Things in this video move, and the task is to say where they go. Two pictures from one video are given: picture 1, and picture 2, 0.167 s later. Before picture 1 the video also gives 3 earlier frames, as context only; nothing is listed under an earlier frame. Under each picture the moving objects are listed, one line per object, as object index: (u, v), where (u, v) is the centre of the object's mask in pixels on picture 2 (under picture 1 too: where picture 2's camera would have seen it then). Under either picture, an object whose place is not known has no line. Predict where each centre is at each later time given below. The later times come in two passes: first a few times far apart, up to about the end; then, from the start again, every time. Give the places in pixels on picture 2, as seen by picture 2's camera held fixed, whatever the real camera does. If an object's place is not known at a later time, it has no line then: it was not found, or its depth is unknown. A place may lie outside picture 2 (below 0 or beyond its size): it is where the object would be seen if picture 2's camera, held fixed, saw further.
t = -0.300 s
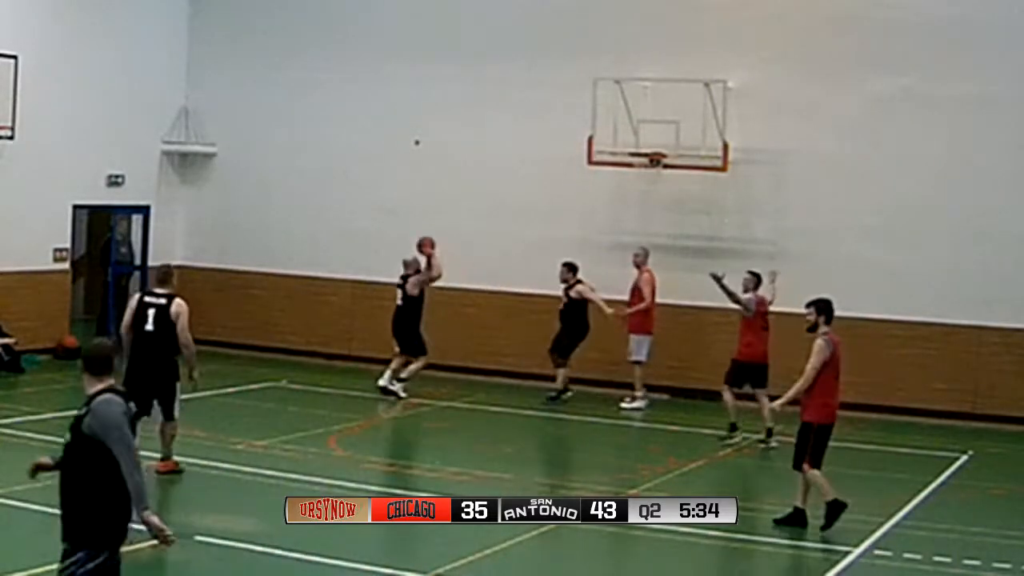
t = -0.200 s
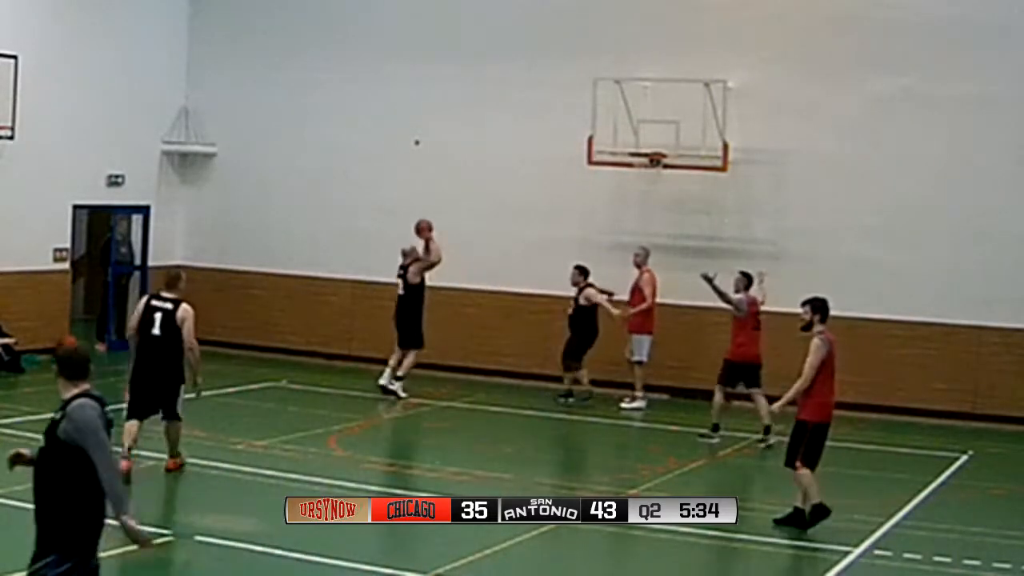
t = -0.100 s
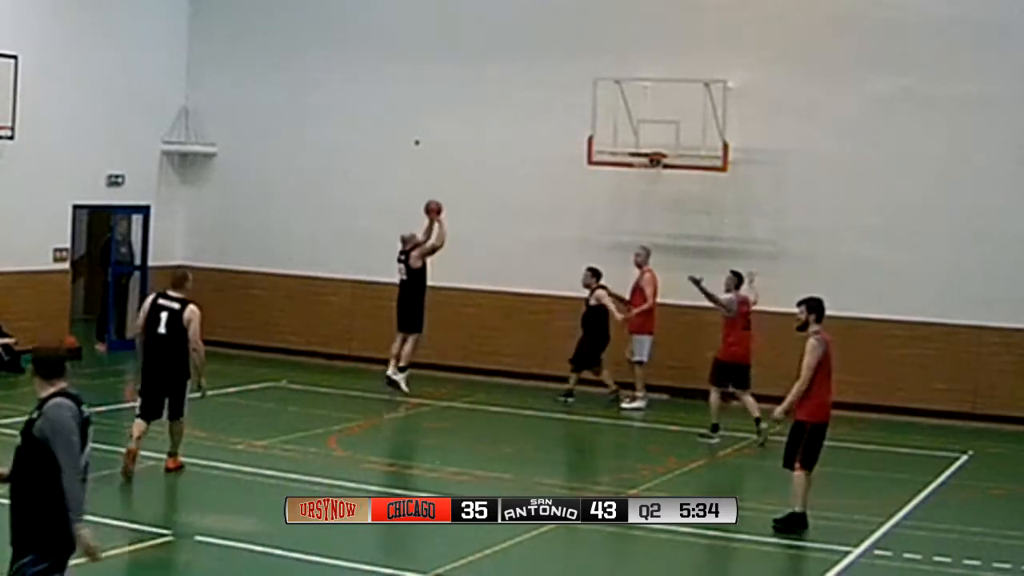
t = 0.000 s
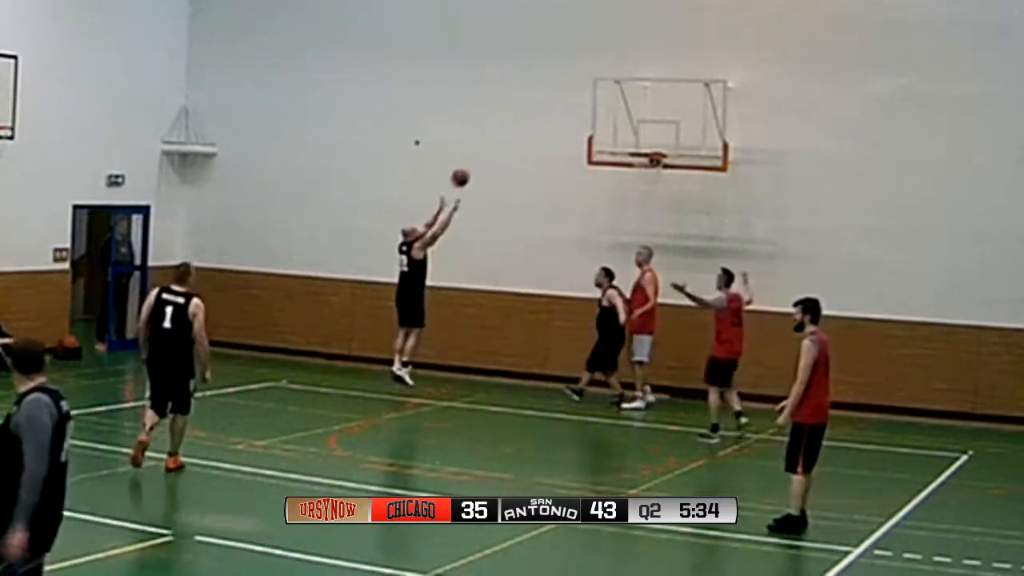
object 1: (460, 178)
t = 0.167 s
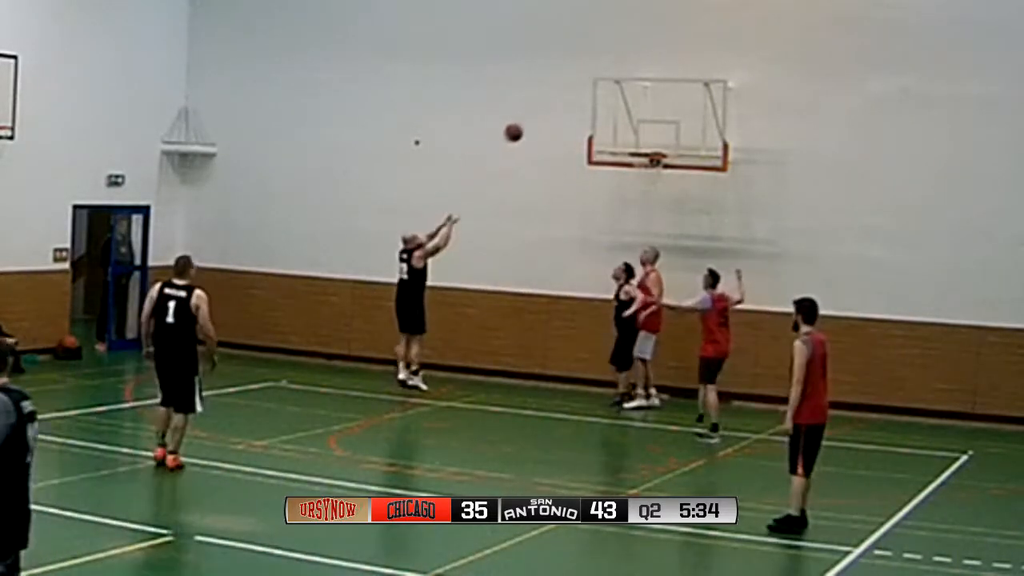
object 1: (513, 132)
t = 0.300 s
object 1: (554, 113)
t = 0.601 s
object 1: (623, 121)
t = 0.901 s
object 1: (652, 189)
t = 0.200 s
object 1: (523, 126)
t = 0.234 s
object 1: (533, 121)
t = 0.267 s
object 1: (543, 117)
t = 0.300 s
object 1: (554, 113)
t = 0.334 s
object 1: (564, 111)
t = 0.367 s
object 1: (574, 109)
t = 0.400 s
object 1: (584, 108)
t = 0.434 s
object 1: (594, 108)
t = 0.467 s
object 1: (603, 109)
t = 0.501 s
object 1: (612, 111)
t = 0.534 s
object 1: (616, 113)
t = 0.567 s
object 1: (619, 116)
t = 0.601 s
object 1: (623, 121)
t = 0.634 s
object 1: (628, 126)
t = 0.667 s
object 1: (631, 132)
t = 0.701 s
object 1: (635, 138)
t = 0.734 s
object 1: (639, 147)
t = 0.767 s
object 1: (643, 156)
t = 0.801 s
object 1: (645, 165)
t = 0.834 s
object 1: (648, 172)
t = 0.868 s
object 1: (651, 181)
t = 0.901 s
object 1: (652, 189)
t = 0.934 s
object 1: (654, 198)
